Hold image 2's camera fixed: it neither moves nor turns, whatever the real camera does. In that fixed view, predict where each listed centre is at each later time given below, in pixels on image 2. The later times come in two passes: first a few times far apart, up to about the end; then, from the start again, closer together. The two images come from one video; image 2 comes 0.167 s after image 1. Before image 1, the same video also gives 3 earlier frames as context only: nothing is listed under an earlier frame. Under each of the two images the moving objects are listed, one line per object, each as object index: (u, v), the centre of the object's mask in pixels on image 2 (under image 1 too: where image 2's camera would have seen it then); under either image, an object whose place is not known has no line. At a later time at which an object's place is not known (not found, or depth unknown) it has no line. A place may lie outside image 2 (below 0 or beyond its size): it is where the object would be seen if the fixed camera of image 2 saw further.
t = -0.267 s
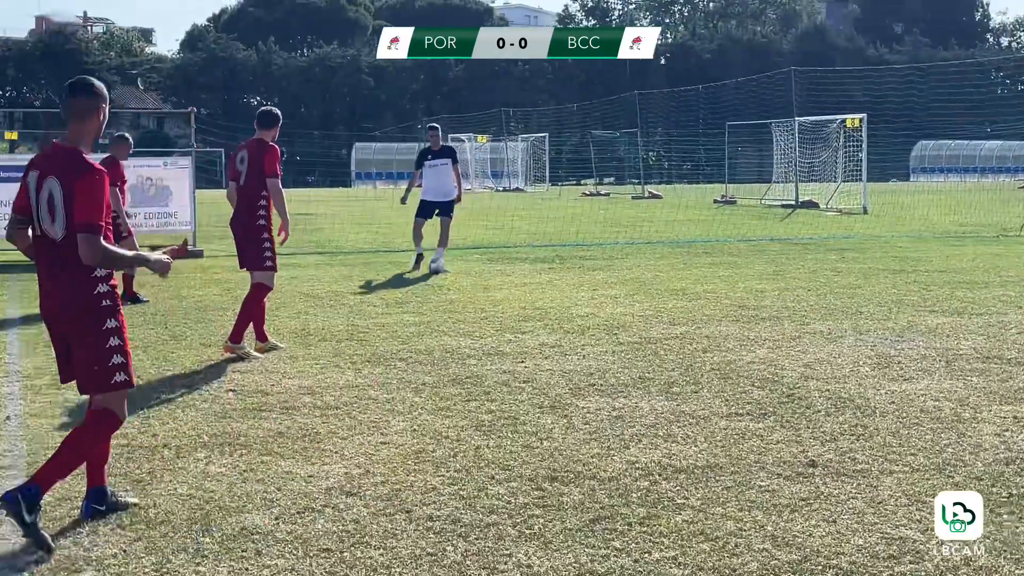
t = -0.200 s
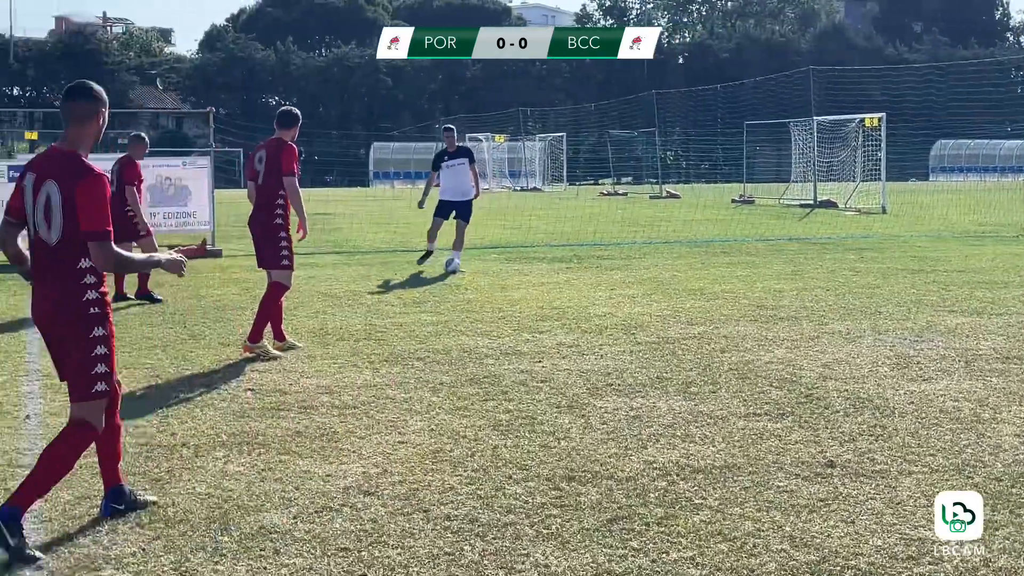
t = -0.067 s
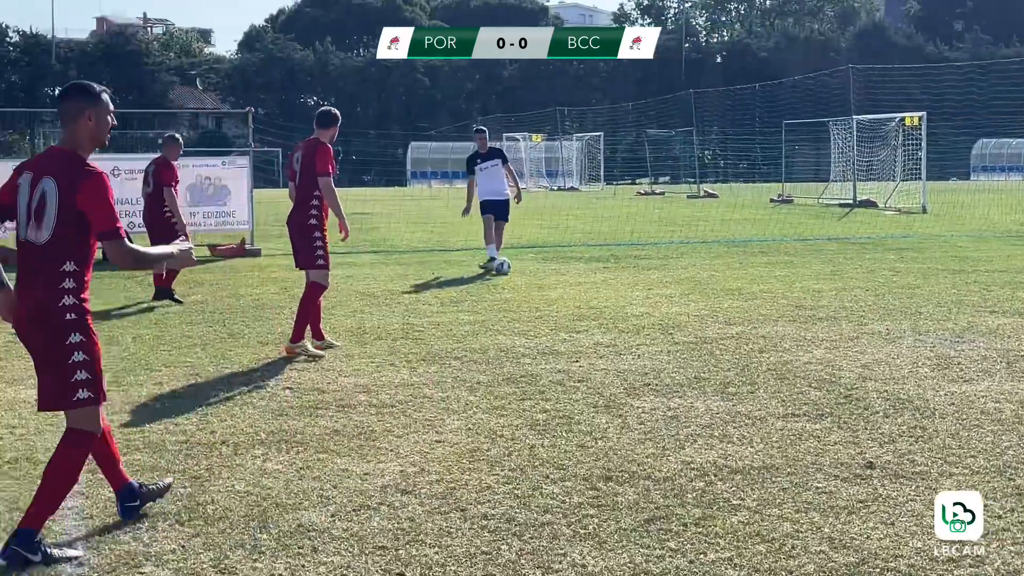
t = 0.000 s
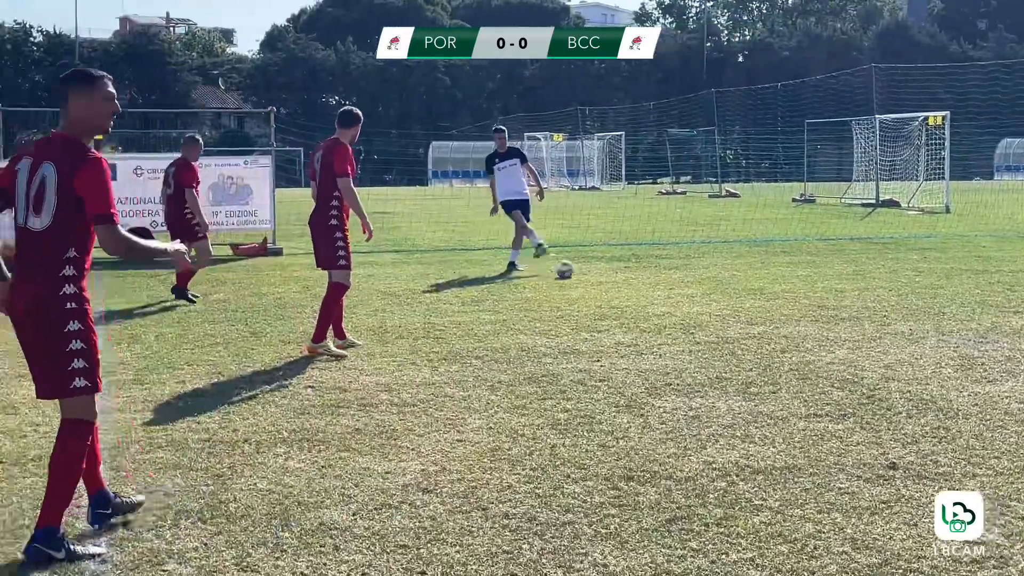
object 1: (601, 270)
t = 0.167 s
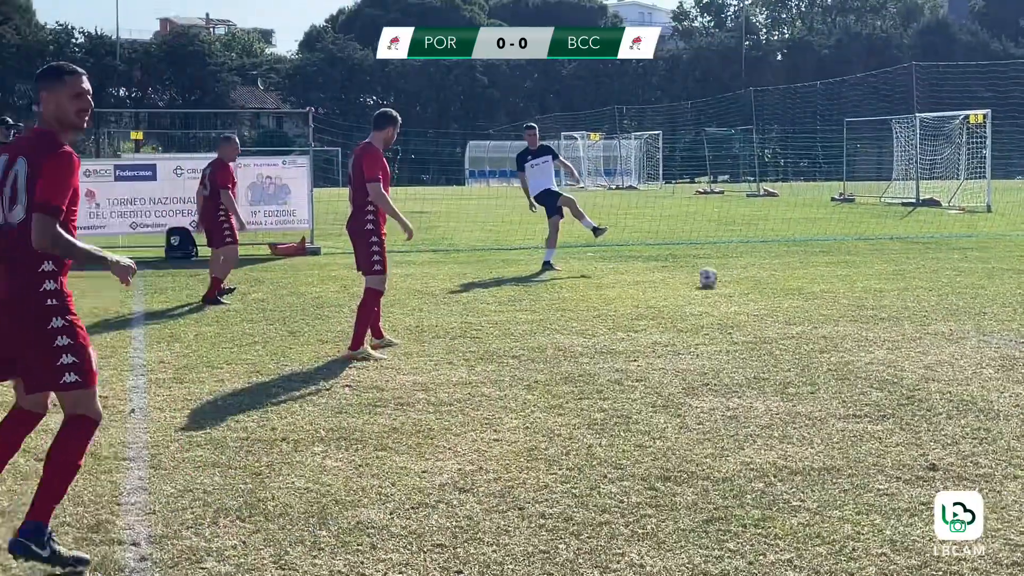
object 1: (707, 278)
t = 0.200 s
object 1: (730, 280)
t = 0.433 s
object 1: (875, 290)
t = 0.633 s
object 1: (999, 305)
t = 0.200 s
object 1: (730, 280)
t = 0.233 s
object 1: (750, 284)
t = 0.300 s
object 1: (793, 285)
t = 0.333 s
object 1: (816, 289)
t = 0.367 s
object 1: (836, 290)
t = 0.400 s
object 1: (854, 290)
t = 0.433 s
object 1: (875, 290)
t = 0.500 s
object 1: (917, 298)
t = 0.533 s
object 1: (938, 301)
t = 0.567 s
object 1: (958, 301)
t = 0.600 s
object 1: (979, 303)
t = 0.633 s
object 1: (999, 305)
